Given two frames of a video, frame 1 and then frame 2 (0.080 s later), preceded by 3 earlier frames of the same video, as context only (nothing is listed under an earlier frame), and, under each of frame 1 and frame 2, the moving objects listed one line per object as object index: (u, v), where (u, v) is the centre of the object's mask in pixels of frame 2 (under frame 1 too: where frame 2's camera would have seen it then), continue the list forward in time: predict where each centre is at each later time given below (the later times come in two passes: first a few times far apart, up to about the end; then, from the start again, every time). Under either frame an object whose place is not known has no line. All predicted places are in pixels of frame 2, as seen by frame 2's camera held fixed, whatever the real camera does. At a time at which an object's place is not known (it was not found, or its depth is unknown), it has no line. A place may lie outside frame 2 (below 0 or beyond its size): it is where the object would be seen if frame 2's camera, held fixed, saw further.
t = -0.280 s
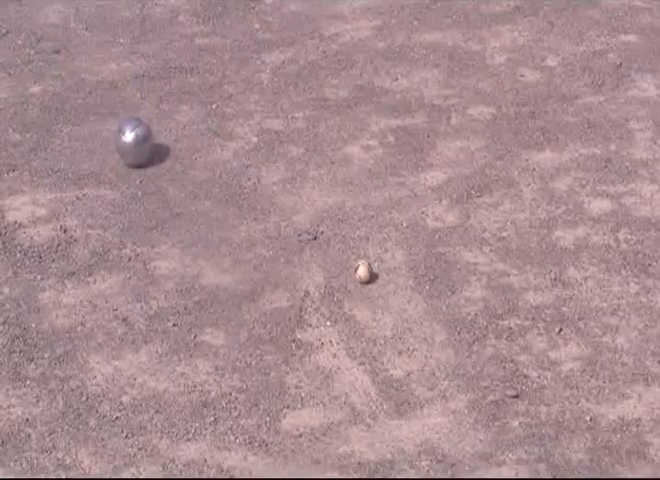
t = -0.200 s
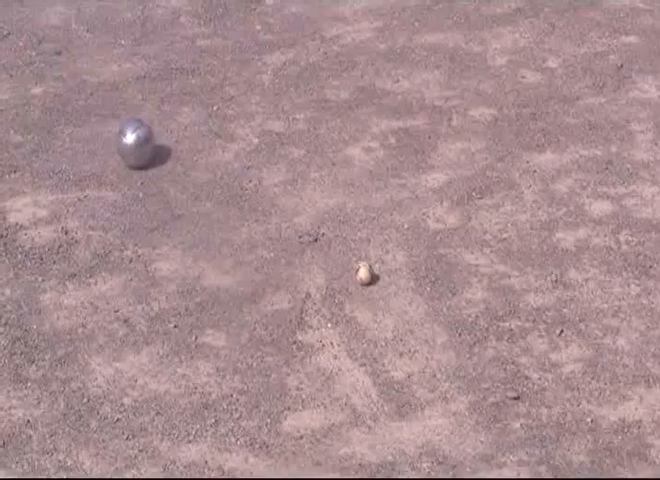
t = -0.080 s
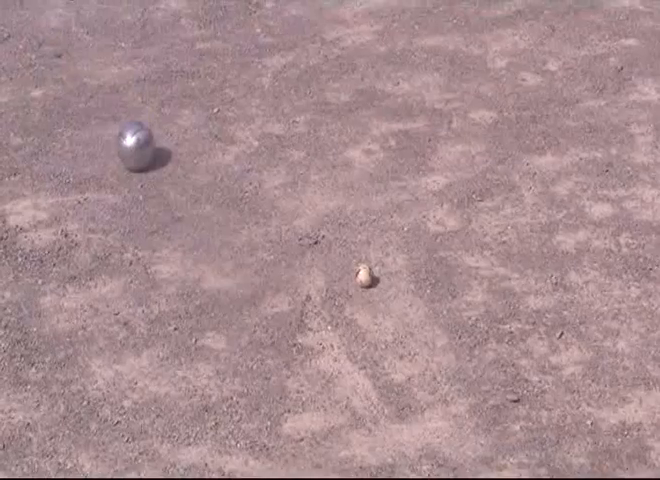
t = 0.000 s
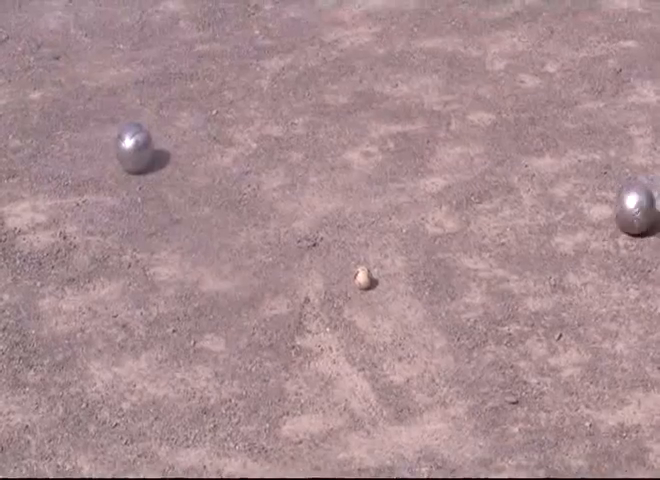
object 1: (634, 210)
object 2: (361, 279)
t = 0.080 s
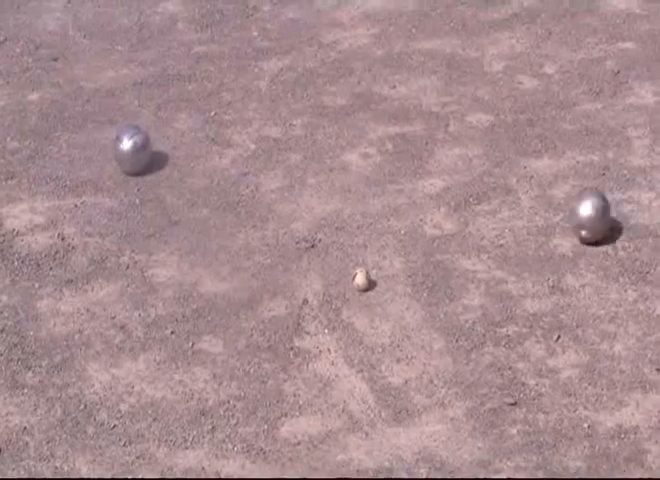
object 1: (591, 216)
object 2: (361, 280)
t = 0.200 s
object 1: (526, 229)
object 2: (361, 280)
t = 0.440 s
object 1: (411, 251)
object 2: (361, 280)
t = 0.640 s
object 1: (321, 269)
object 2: (307, 300)
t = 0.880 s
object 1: (235, 281)
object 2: (251, 315)
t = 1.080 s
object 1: (177, 291)
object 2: (225, 319)
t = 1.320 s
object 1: (121, 296)
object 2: (211, 323)
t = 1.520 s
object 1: (81, 301)
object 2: (205, 329)
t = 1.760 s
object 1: (44, 303)
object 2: (206, 329)
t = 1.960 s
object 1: (23, 303)
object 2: (205, 330)
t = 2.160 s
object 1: (18, 301)
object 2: (205, 330)
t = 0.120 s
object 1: (570, 223)
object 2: (361, 280)
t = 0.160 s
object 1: (548, 226)
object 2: (360, 280)
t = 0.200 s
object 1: (526, 229)
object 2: (361, 280)
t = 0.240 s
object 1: (507, 231)
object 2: (361, 280)
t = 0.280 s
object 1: (487, 237)
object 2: (361, 279)
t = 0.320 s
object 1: (467, 239)
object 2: (361, 279)
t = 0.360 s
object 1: (446, 242)
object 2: (361, 279)
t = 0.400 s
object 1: (428, 245)
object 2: (361, 279)
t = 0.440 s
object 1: (411, 251)
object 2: (361, 280)
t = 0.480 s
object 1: (391, 254)
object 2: (361, 279)
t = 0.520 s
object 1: (374, 258)
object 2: (352, 283)
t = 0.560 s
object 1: (358, 261)
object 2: (335, 286)
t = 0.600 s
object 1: (338, 266)
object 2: (319, 298)
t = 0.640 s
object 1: (321, 269)
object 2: (307, 300)
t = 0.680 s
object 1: (305, 271)
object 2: (295, 305)
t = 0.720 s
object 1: (291, 273)
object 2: (284, 309)
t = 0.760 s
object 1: (276, 277)
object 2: (275, 311)
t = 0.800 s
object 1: (261, 279)
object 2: (265, 313)
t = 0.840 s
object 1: (247, 280)
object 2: (260, 314)
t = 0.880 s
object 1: (235, 281)
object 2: (251, 315)
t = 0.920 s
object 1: (223, 287)
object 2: (244, 317)
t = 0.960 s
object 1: (212, 287)
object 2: (238, 319)
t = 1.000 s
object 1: (201, 288)
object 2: (232, 319)
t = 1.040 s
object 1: (189, 290)
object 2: (229, 319)
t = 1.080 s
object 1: (177, 291)
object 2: (225, 319)
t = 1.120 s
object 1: (167, 292)
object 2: (220, 319)
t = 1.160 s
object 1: (158, 293)
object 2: (217, 320)
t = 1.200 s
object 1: (148, 293)
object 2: (214, 320)
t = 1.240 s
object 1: (139, 293)
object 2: (212, 321)
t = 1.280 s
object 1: (130, 295)
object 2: (210, 322)
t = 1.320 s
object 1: (121, 296)
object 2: (211, 323)
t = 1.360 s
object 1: (113, 298)
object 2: (210, 324)
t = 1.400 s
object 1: (105, 298)
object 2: (210, 326)
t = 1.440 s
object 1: (97, 298)
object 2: (208, 326)
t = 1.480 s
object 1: (89, 300)
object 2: (206, 328)
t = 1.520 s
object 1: (81, 301)
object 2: (205, 329)
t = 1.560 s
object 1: (72, 299)
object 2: (204, 330)
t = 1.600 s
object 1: (66, 299)
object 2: (204, 330)
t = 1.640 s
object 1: (61, 301)
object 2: (204, 330)
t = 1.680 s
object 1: (55, 301)
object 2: (205, 330)
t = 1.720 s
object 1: (50, 302)
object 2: (205, 329)
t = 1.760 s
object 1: (44, 303)
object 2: (206, 329)
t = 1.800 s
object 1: (40, 304)
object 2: (205, 329)
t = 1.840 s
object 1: (35, 304)
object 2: (205, 330)
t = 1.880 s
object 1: (30, 303)
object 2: (205, 330)
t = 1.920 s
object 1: (26, 304)
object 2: (205, 330)
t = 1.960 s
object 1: (23, 303)
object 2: (205, 330)
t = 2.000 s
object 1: (21, 303)
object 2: (205, 330)
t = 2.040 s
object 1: (20, 303)
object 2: (205, 330)
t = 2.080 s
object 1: (18, 302)
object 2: (205, 330)
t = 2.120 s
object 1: (18, 302)
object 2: (205, 330)
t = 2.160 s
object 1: (18, 301)
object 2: (205, 330)
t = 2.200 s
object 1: (18, 302)
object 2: (205, 330)
